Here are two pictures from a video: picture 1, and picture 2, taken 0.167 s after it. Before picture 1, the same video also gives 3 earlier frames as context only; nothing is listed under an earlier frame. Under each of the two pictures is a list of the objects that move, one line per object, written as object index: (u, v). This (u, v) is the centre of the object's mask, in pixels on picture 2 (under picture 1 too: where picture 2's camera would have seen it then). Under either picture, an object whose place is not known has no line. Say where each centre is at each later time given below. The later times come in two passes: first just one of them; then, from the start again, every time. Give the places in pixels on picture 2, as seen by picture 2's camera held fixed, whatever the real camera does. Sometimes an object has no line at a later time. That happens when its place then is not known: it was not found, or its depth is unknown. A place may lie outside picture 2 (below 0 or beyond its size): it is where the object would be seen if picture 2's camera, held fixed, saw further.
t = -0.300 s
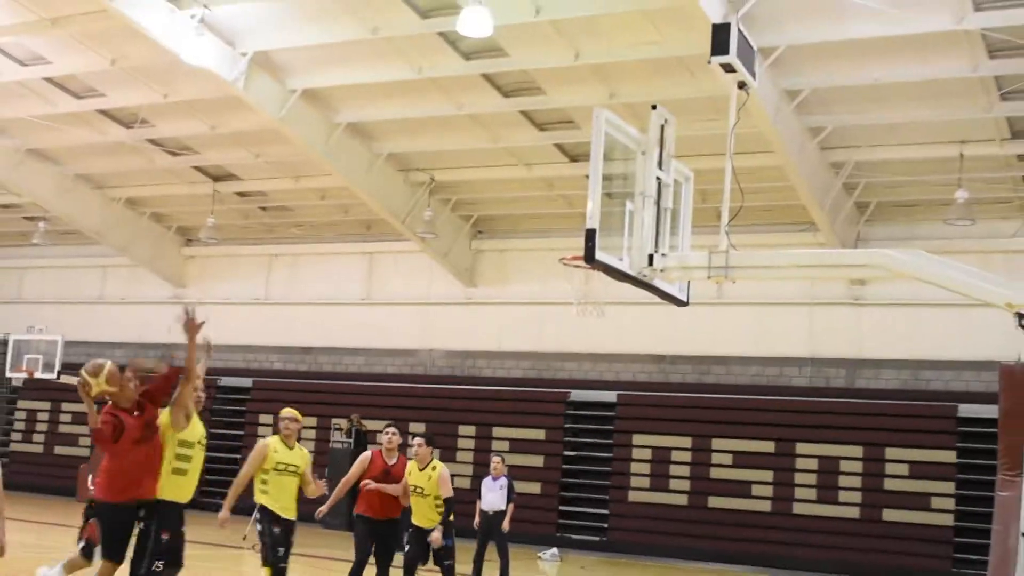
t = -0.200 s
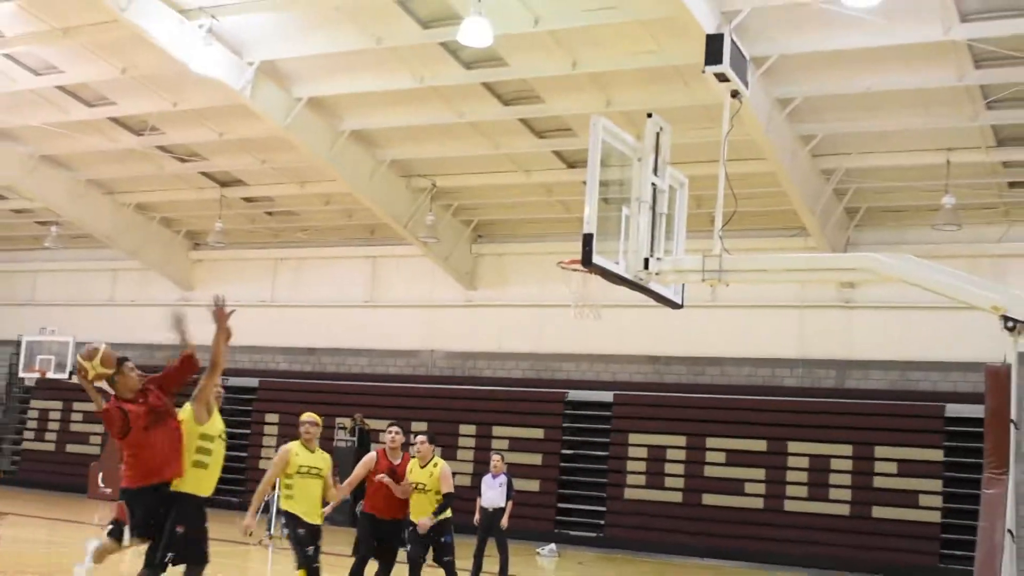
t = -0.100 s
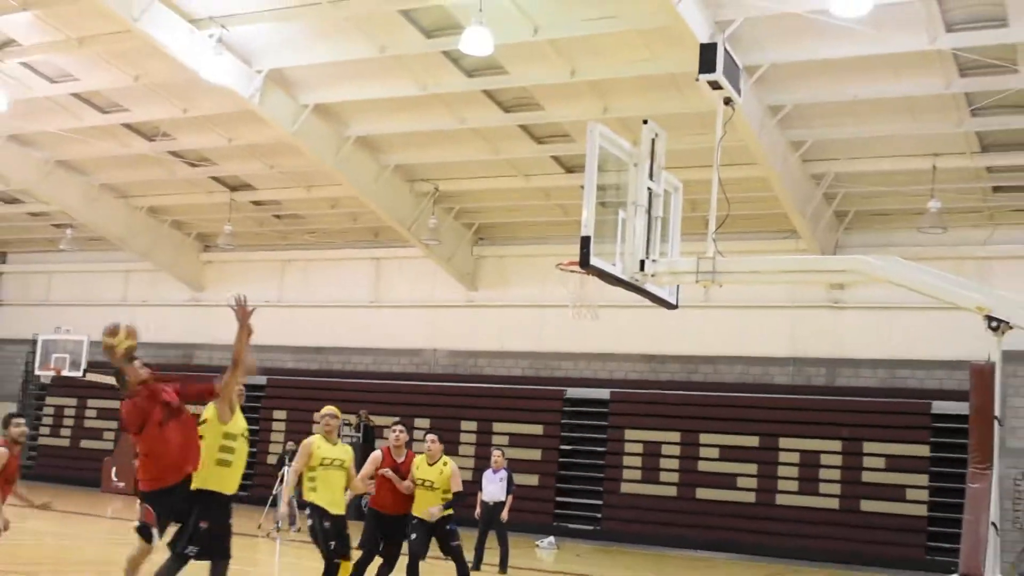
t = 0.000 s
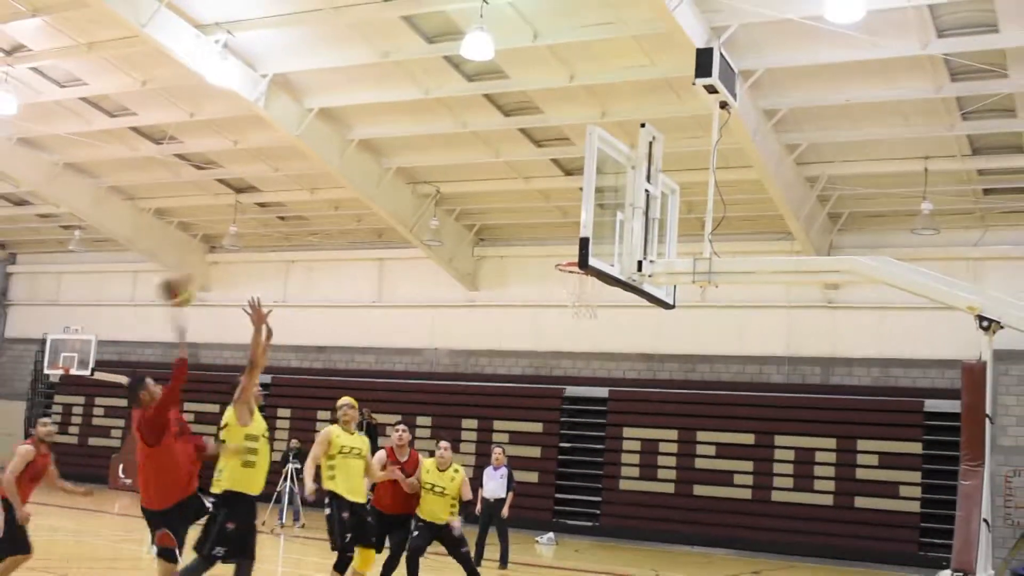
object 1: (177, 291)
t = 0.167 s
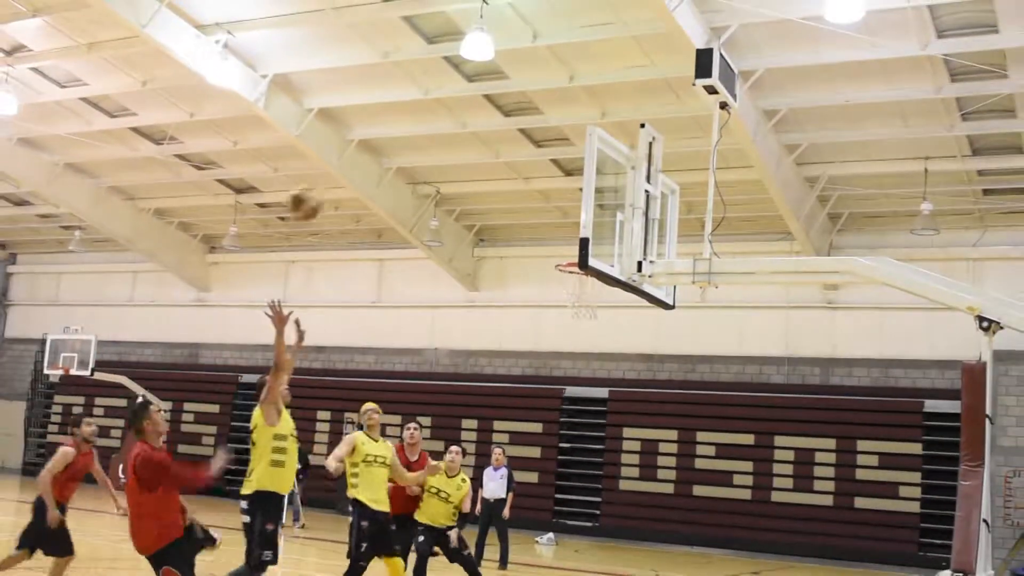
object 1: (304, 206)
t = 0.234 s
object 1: (351, 182)
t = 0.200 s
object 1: (326, 192)
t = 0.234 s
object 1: (351, 182)
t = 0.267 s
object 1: (370, 173)
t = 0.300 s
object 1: (391, 168)
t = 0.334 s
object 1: (412, 163)
